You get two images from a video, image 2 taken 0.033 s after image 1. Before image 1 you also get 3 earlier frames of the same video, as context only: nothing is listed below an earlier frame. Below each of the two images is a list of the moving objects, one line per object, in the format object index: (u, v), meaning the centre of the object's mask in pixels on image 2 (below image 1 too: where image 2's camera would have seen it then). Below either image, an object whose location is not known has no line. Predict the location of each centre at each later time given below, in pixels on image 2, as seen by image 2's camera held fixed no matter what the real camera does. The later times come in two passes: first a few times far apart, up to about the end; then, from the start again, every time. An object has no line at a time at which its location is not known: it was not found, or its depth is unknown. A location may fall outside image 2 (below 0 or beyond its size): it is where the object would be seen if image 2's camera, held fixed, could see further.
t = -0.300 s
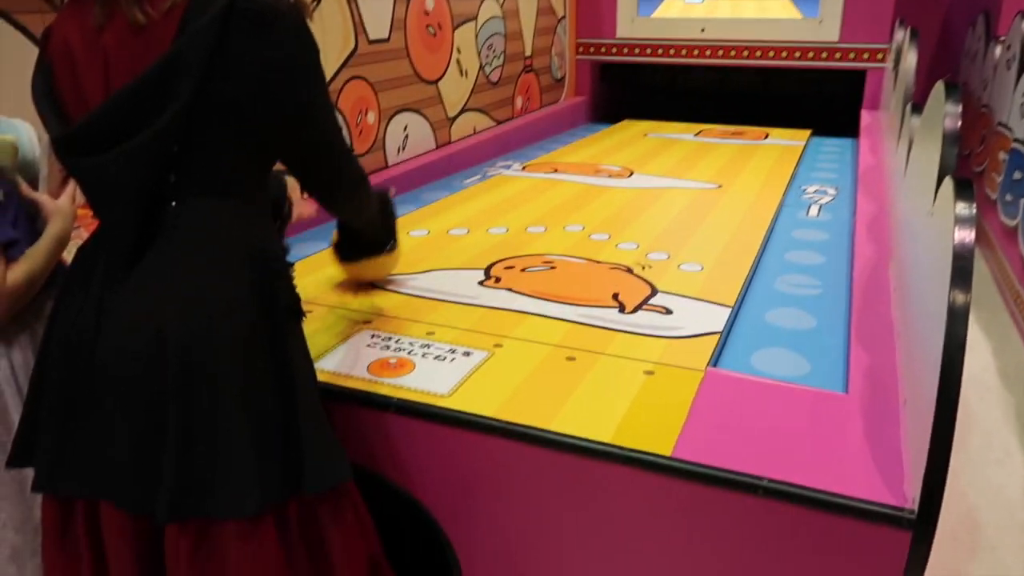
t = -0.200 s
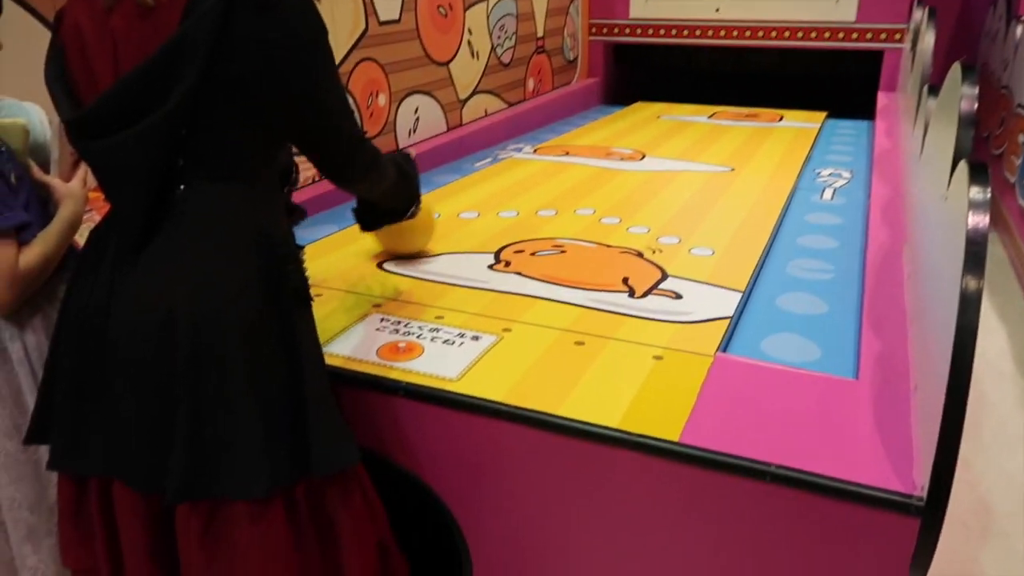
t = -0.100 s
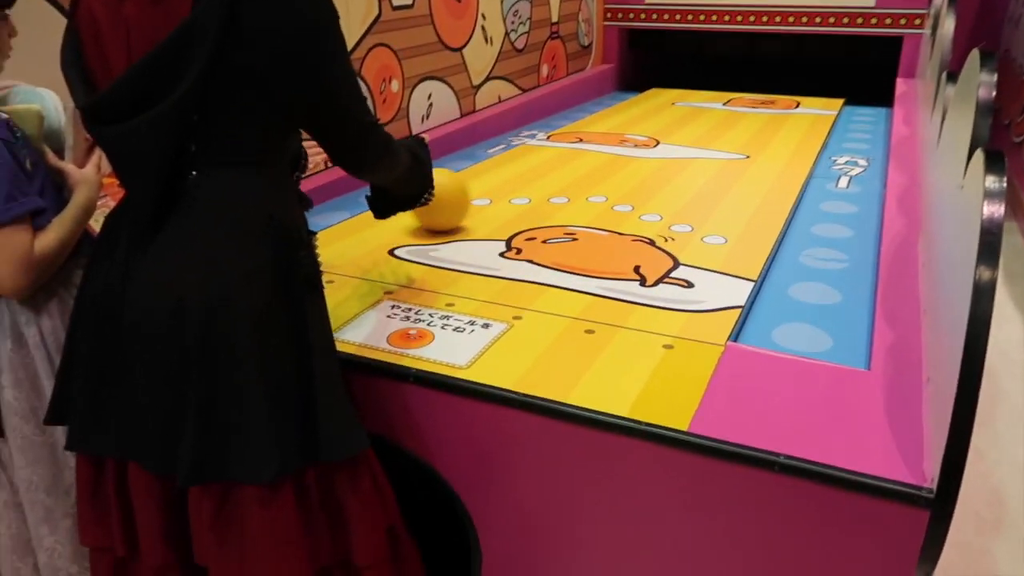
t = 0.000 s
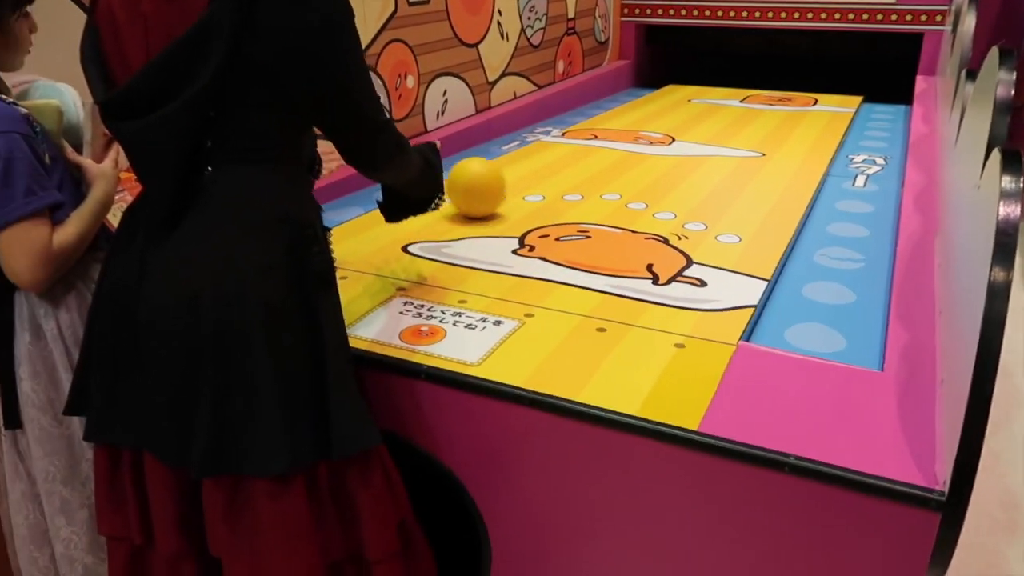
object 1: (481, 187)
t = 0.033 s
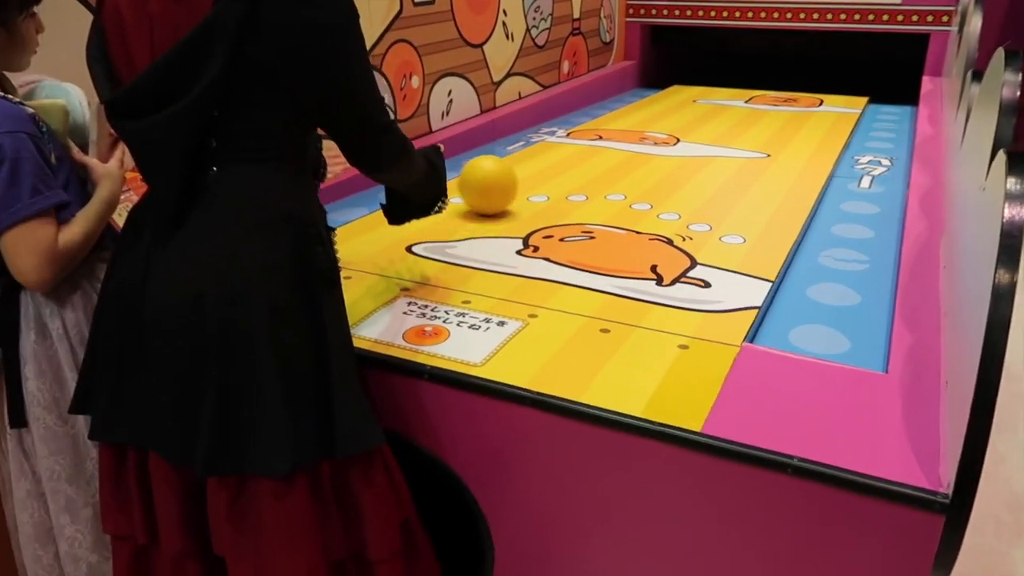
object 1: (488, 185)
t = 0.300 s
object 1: (540, 166)
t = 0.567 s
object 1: (583, 150)
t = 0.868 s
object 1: (625, 135)
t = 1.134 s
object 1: (657, 123)
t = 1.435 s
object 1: (687, 112)
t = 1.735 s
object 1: (714, 103)
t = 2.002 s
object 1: (734, 96)
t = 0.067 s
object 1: (495, 182)
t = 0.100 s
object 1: (502, 179)
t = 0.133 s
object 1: (508, 177)
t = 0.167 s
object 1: (515, 175)
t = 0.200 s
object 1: (521, 172)
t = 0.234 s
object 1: (527, 170)
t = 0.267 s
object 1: (534, 168)
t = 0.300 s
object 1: (540, 166)
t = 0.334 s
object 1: (545, 164)
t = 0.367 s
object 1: (551, 162)
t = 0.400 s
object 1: (556, 160)
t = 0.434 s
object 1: (562, 158)
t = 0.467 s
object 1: (567, 156)
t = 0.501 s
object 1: (572, 154)
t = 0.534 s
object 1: (578, 152)
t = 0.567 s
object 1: (583, 150)
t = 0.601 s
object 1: (588, 148)
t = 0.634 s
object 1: (593, 146)
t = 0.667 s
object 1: (597, 145)
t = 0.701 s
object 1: (602, 143)
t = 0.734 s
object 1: (607, 141)
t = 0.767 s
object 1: (611, 139)
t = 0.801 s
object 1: (616, 138)
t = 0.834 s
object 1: (620, 136)
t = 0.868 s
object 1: (625, 135)
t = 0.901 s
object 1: (629, 133)
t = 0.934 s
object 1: (633, 132)
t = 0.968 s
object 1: (637, 130)
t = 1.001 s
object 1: (641, 129)
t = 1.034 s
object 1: (646, 127)
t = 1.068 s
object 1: (650, 126)
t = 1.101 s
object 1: (653, 124)
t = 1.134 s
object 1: (657, 123)
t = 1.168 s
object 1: (661, 122)
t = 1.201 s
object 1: (664, 121)
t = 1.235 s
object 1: (668, 119)
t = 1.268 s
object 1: (671, 118)
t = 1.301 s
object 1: (675, 117)
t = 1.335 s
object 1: (678, 116)
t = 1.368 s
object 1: (681, 114)
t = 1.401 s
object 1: (684, 113)
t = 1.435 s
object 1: (687, 112)
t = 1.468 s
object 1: (690, 111)
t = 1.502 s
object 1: (694, 110)
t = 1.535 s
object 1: (697, 109)
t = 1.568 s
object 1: (700, 108)
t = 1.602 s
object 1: (702, 107)
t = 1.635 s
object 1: (705, 106)
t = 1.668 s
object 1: (708, 105)
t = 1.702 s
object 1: (711, 104)
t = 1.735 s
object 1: (714, 103)
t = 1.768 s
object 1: (716, 102)
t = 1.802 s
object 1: (719, 101)
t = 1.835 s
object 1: (721, 100)
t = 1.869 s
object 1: (724, 99)
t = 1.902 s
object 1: (726, 98)
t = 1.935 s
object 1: (729, 97)
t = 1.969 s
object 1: (732, 97)
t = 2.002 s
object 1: (734, 96)
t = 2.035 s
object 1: (736, 95)
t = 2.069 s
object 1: (739, 94)
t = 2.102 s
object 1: (741, 93)
